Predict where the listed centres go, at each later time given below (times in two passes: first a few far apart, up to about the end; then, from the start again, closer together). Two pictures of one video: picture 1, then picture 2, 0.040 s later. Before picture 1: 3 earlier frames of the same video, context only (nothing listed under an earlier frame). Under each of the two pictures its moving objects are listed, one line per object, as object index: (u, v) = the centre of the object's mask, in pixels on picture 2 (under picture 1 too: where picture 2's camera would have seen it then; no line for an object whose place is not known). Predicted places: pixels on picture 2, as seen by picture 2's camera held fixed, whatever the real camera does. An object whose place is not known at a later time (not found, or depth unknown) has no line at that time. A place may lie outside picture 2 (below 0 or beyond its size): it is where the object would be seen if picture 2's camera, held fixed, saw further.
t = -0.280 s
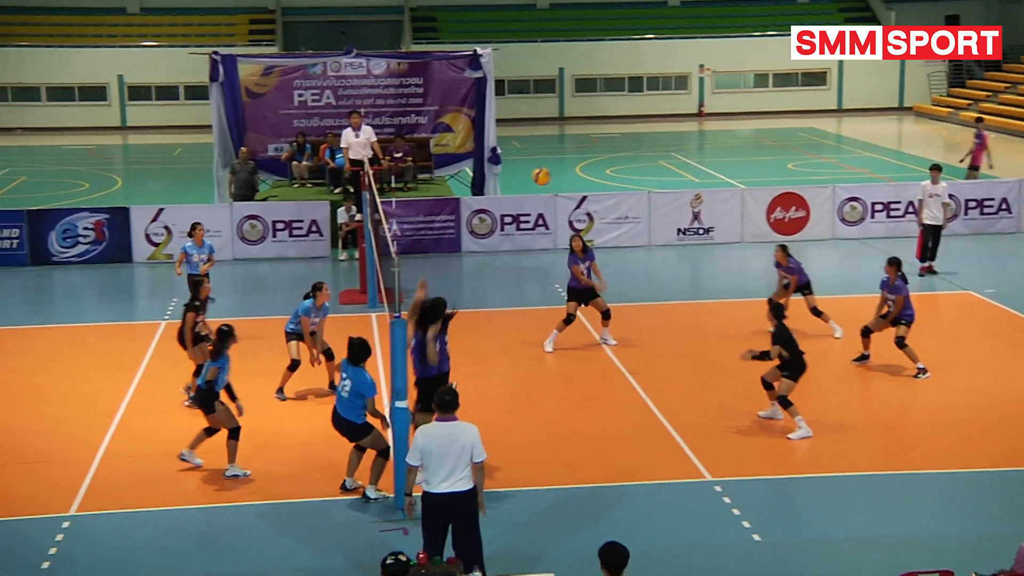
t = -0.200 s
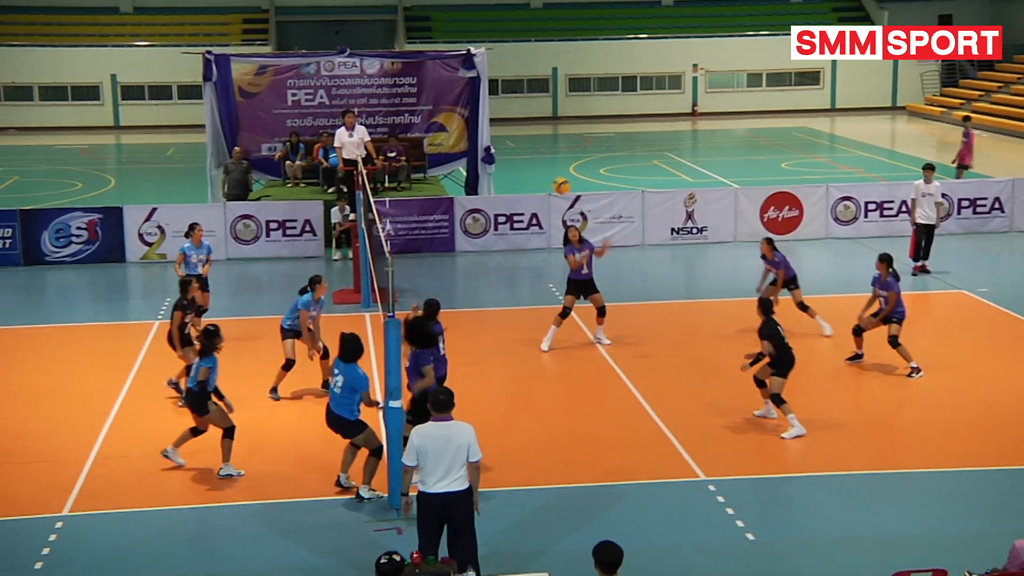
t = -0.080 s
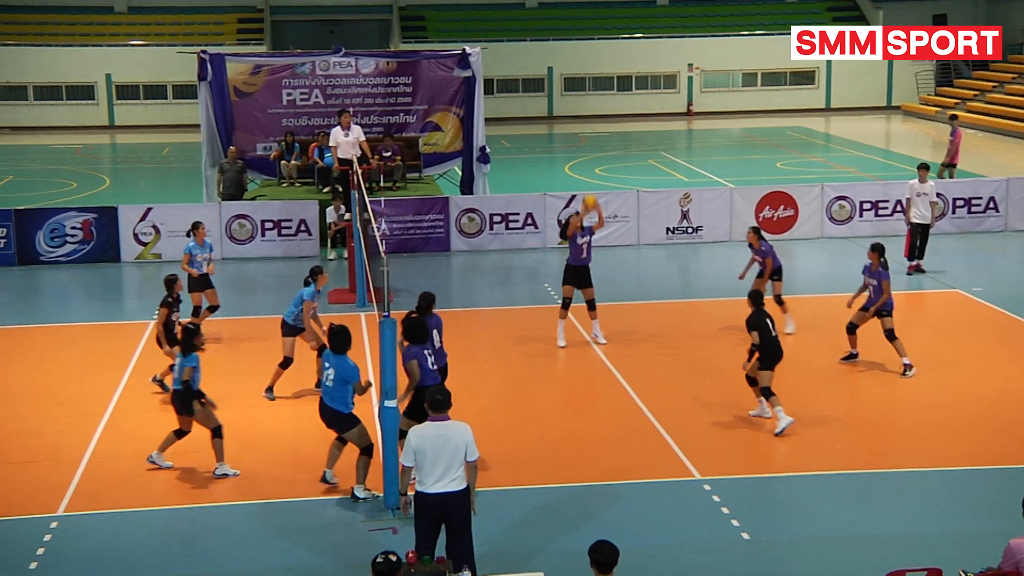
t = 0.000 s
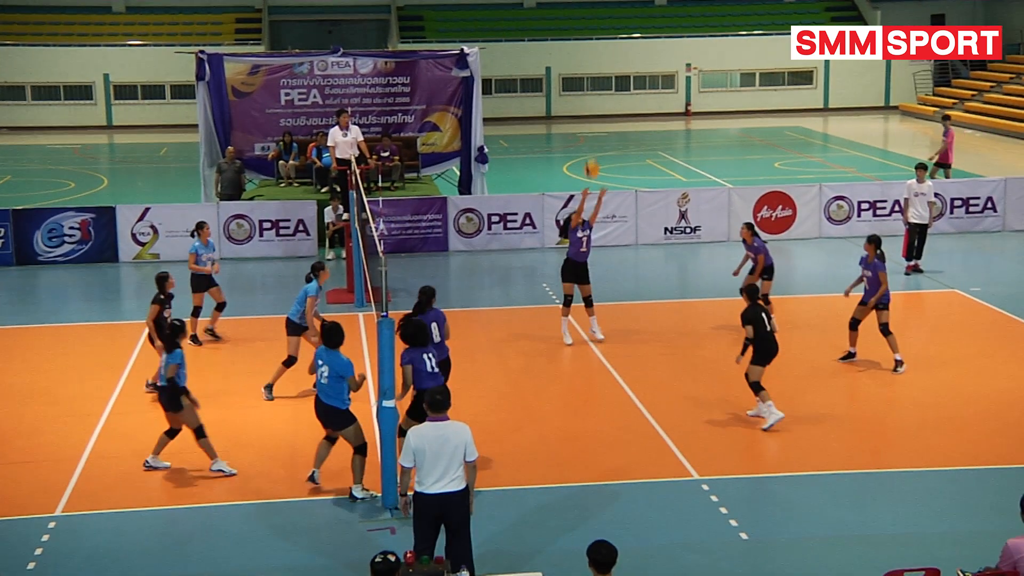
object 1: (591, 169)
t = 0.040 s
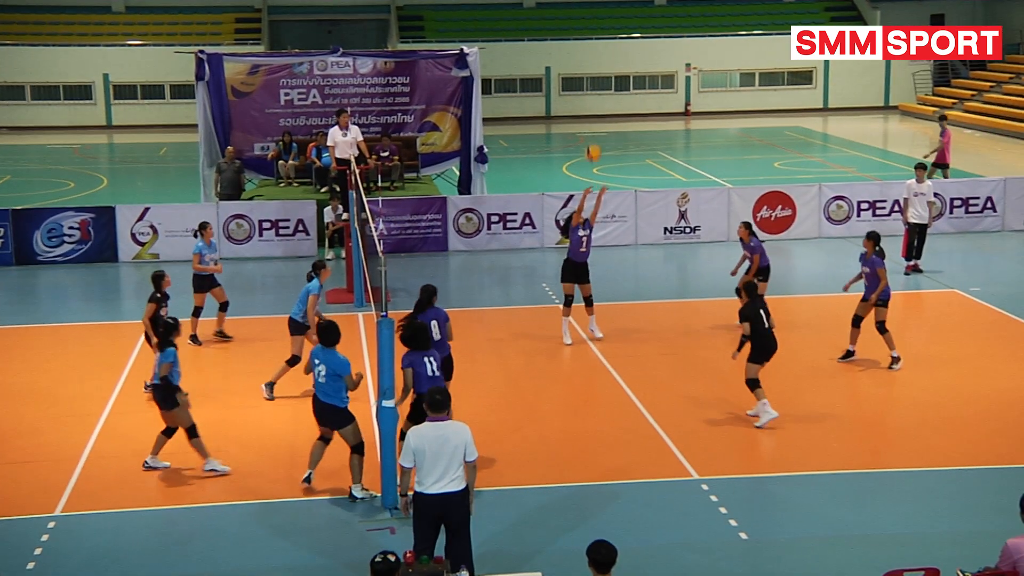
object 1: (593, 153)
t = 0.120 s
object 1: (597, 124)
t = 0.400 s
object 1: (611, 60)
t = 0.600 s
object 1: (620, 56)
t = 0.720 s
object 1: (629, 71)
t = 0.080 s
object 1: (594, 138)
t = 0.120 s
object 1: (597, 124)
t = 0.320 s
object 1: (607, 71)
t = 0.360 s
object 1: (609, 65)
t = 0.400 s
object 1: (611, 60)
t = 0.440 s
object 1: (613, 57)
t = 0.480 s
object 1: (615, 55)
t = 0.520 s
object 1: (617, 54)
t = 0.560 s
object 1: (618, 54)
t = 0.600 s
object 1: (620, 56)
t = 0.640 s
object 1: (624, 61)
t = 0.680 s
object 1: (625, 64)
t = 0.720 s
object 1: (629, 71)
